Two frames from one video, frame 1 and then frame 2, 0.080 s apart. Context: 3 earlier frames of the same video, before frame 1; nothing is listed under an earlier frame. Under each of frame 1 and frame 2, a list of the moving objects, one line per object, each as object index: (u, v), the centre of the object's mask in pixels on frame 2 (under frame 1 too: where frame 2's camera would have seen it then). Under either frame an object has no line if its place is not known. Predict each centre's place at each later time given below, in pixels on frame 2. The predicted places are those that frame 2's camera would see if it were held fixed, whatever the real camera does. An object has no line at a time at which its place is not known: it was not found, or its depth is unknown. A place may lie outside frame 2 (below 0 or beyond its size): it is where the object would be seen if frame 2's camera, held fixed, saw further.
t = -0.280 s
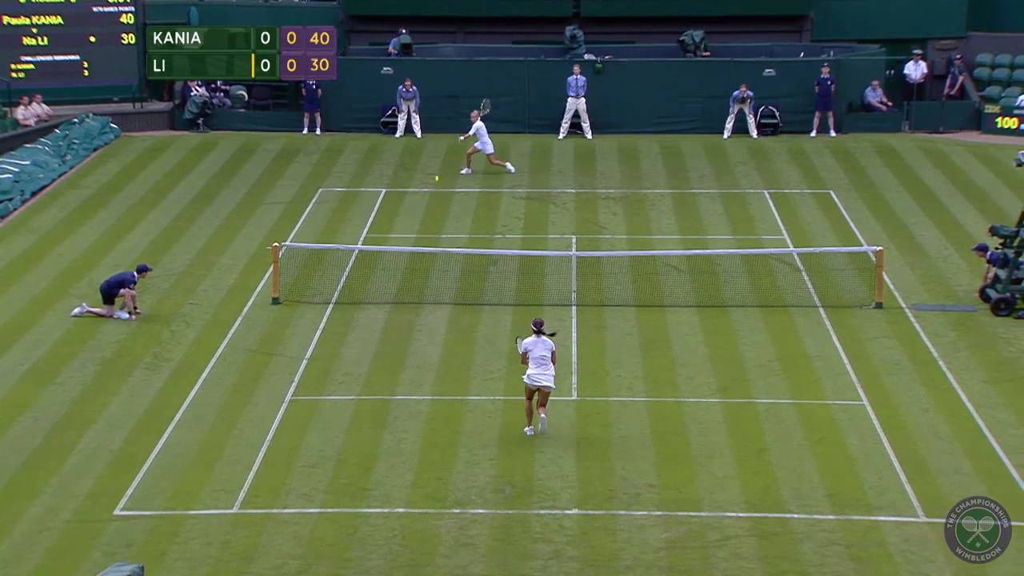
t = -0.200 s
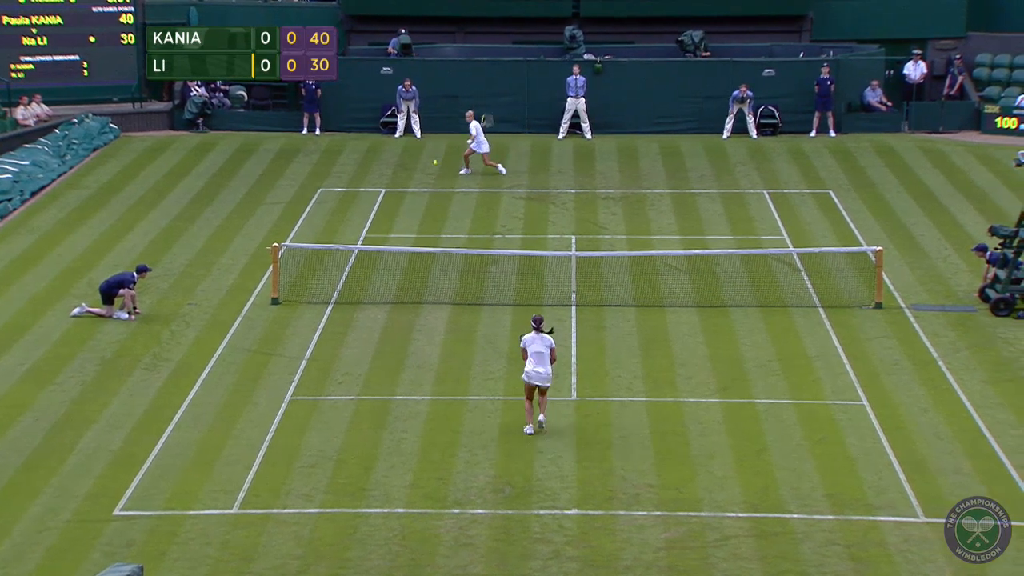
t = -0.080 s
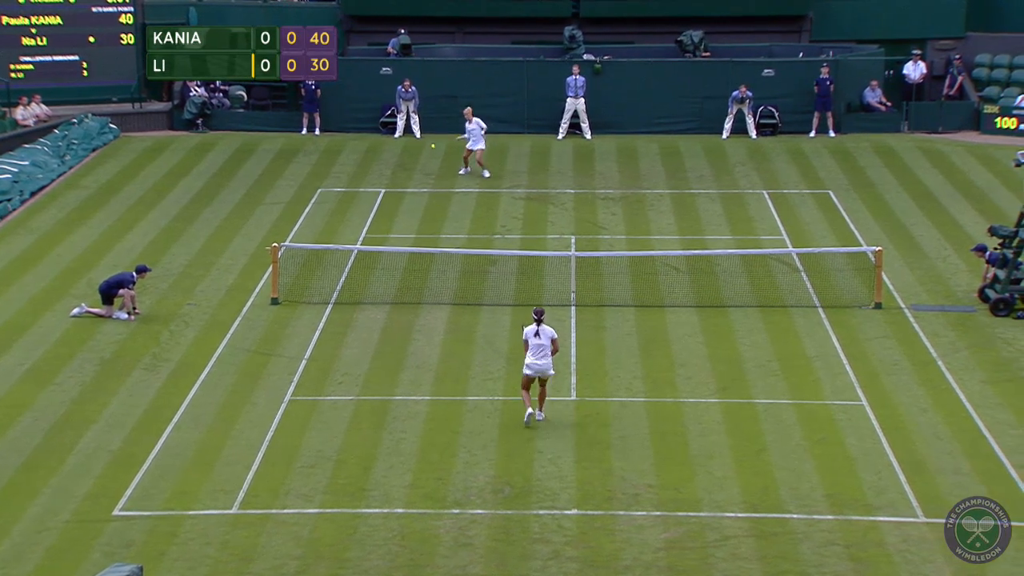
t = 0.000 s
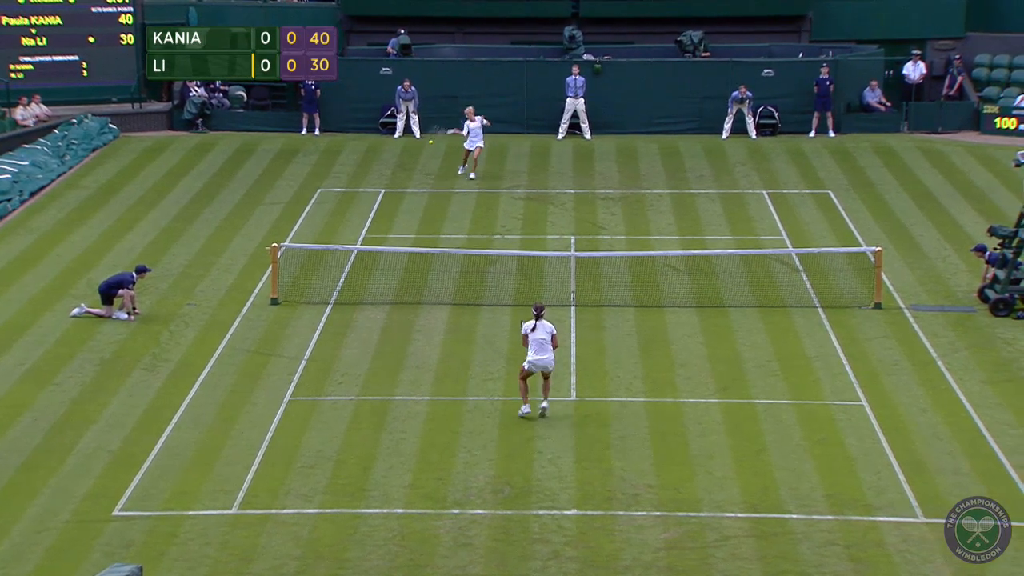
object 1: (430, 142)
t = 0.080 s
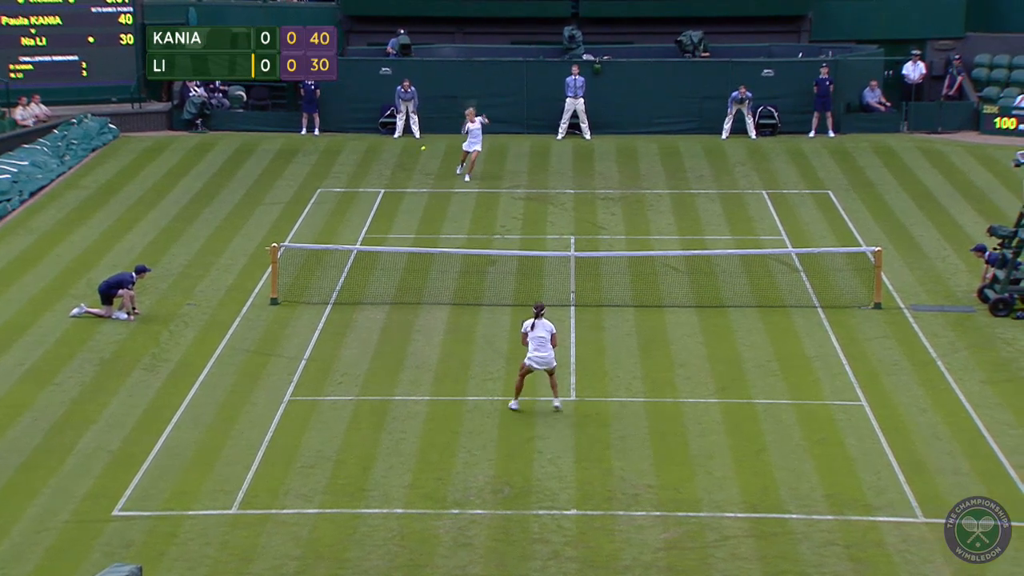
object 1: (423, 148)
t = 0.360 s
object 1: (396, 207)
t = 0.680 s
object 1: (360, 364)
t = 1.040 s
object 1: (327, 420)
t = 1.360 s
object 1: (294, 560)
